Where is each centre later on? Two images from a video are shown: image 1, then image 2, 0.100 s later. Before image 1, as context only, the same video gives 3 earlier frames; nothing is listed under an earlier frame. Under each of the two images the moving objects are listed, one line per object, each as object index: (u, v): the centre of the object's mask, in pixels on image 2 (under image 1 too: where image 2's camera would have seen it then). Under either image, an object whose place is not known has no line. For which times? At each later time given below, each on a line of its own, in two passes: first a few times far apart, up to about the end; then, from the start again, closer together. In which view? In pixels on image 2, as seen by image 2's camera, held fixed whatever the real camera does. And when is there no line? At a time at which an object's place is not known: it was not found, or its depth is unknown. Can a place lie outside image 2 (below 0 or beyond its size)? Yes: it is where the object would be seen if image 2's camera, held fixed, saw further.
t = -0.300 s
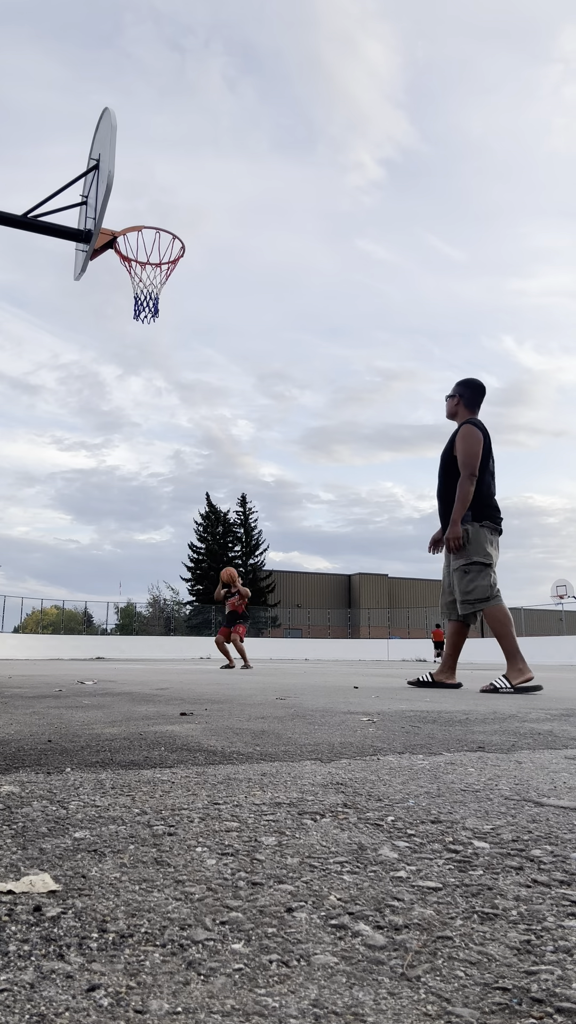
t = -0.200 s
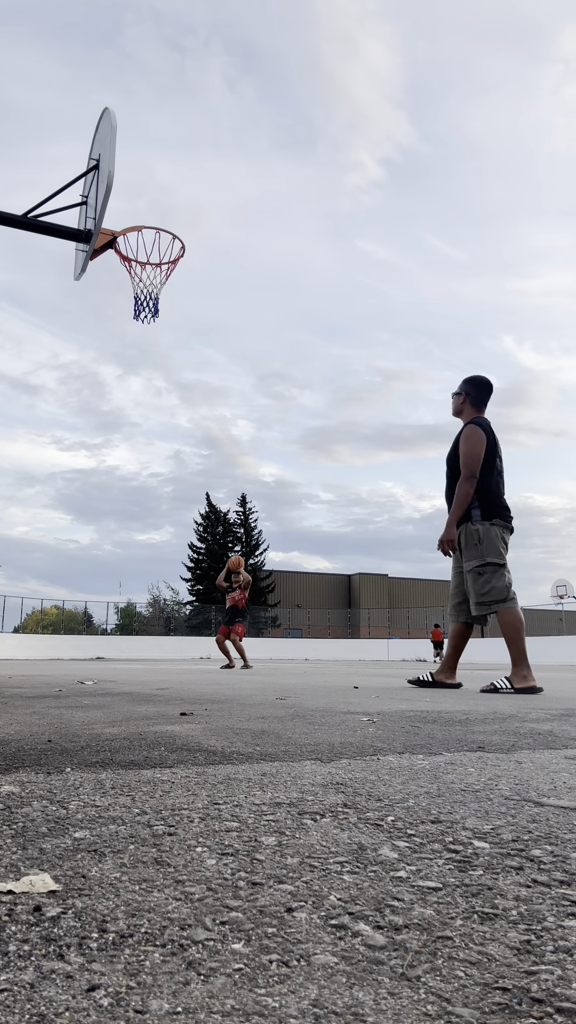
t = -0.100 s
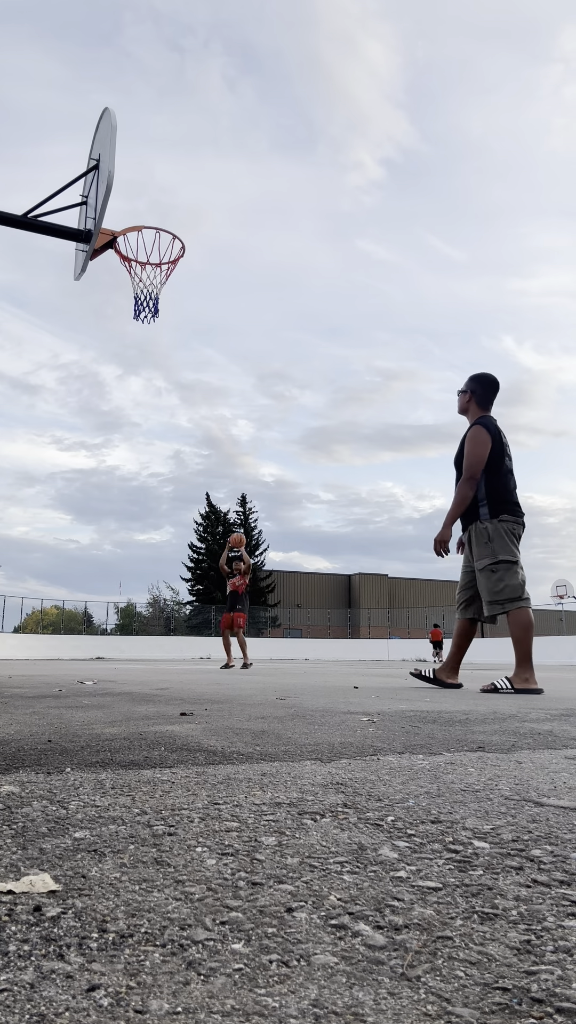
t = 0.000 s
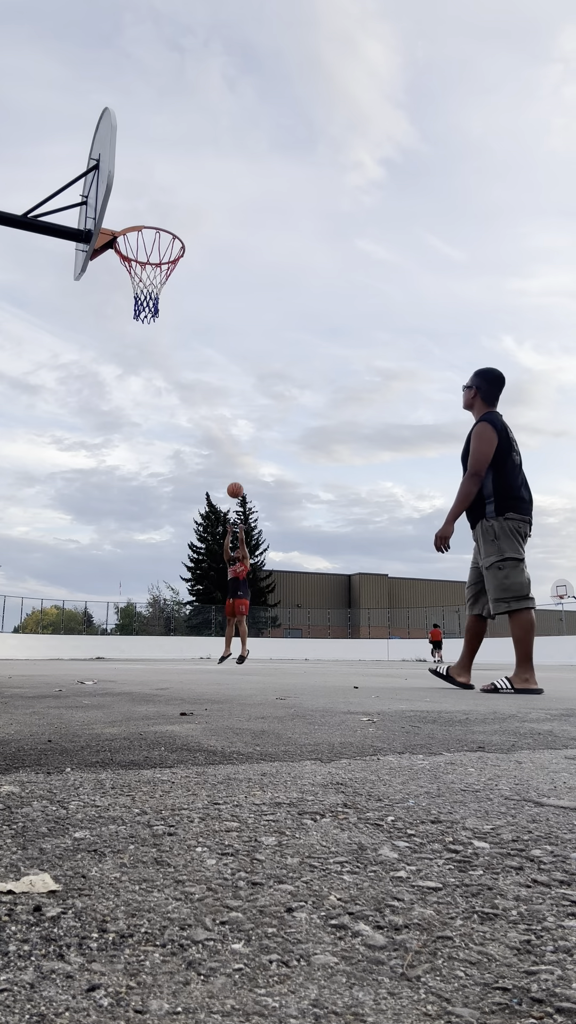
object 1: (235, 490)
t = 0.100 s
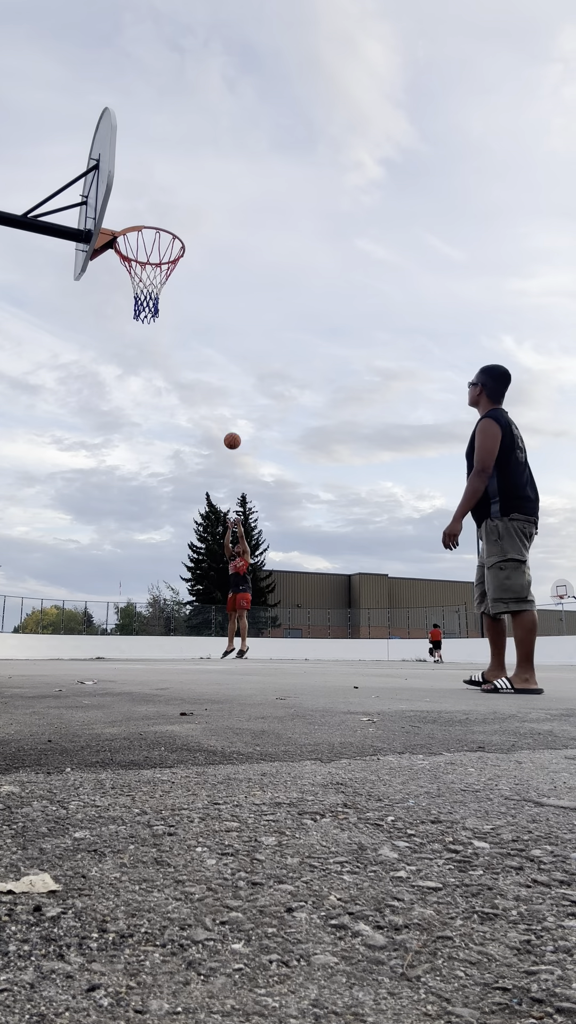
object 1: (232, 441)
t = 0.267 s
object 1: (227, 366)
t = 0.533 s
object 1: (216, 272)
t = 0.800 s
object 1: (201, 215)
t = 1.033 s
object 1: (181, 211)
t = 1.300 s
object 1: (148, 231)
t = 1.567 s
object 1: (123, 262)
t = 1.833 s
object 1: (101, 366)
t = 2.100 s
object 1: (76, 531)
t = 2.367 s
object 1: (53, 604)
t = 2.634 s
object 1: (41, 508)
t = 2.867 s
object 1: (27, 488)
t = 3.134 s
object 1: (9, 530)
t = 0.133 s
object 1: (231, 425)
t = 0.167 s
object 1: (230, 410)
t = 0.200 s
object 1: (229, 395)
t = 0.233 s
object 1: (228, 380)
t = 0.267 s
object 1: (227, 366)
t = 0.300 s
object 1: (226, 353)
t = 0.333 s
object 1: (224, 340)
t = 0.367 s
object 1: (223, 327)
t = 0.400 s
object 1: (222, 315)
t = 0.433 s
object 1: (220, 303)
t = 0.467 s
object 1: (219, 292)
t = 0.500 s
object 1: (218, 282)
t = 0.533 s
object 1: (216, 272)
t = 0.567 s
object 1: (215, 262)
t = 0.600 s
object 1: (213, 253)
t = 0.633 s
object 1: (211, 245)
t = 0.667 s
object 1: (209, 238)
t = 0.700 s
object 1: (207, 231)
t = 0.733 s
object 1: (205, 225)
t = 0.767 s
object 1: (203, 220)
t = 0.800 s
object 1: (201, 215)
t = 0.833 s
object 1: (198, 212)
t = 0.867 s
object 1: (196, 209)
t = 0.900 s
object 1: (193, 207)
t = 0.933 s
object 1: (190, 206)
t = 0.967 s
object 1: (187, 206)
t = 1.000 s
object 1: (184, 208)
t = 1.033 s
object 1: (181, 211)
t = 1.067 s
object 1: (178, 215)
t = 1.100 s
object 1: (174, 219)
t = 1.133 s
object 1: (170, 228)
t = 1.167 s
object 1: (166, 237)
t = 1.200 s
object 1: (161, 247)
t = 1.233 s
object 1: (157, 240)
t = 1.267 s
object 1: (151, 235)
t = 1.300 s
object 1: (148, 231)
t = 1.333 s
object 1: (144, 231)
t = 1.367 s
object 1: (142, 231)
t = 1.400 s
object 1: (138, 234)
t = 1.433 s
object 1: (135, 236)
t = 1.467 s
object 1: (133, 243)
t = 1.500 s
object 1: (130, 247)
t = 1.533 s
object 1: (126, 253)
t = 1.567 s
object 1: (123, 262)
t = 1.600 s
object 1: (119, 271)
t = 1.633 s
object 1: (117, 282)
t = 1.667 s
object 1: (115, 293)
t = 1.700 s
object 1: (112, 306)
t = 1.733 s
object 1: (109, 319)
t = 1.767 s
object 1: (106, 334)
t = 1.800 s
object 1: (103, 349)
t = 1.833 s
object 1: (101, 366)
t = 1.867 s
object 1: (98, 383)
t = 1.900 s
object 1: (95, 402)
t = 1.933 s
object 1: (92, 421)
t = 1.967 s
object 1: (89, 441)
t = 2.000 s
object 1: (86, 462)
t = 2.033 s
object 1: (83, 484)
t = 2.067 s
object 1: (79, 507)
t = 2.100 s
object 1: (76, 531)
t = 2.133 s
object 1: (72, 556)
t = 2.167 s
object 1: (69, 582)
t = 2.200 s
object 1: (65, 609)
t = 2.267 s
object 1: (57, 663)
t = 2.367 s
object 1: (53, 604)
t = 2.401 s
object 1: (52, 587)
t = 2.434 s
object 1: (51, 572)
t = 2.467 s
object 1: (49, 558)
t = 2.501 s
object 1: (48, 545)
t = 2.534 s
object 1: (47, 534)
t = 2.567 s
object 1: (45, 524)
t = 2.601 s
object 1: (43, 515)
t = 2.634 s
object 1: (41, 508)
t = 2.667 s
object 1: (40, 501)
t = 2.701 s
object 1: (38, 496)
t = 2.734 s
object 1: (36, 492)
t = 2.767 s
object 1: (34, 489)
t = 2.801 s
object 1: (32, 488)
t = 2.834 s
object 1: (30, 487)
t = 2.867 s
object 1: (27, 488)
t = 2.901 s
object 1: (25, 489)
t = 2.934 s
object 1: (23, 492)
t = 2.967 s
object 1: (21, 496)
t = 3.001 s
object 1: (18, 501)
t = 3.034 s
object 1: (16, 506)
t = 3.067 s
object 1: (13, 513)
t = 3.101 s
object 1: (11, 521)
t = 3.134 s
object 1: (9, 530)
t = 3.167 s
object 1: (8, 540)
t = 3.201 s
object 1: (6, 551)
